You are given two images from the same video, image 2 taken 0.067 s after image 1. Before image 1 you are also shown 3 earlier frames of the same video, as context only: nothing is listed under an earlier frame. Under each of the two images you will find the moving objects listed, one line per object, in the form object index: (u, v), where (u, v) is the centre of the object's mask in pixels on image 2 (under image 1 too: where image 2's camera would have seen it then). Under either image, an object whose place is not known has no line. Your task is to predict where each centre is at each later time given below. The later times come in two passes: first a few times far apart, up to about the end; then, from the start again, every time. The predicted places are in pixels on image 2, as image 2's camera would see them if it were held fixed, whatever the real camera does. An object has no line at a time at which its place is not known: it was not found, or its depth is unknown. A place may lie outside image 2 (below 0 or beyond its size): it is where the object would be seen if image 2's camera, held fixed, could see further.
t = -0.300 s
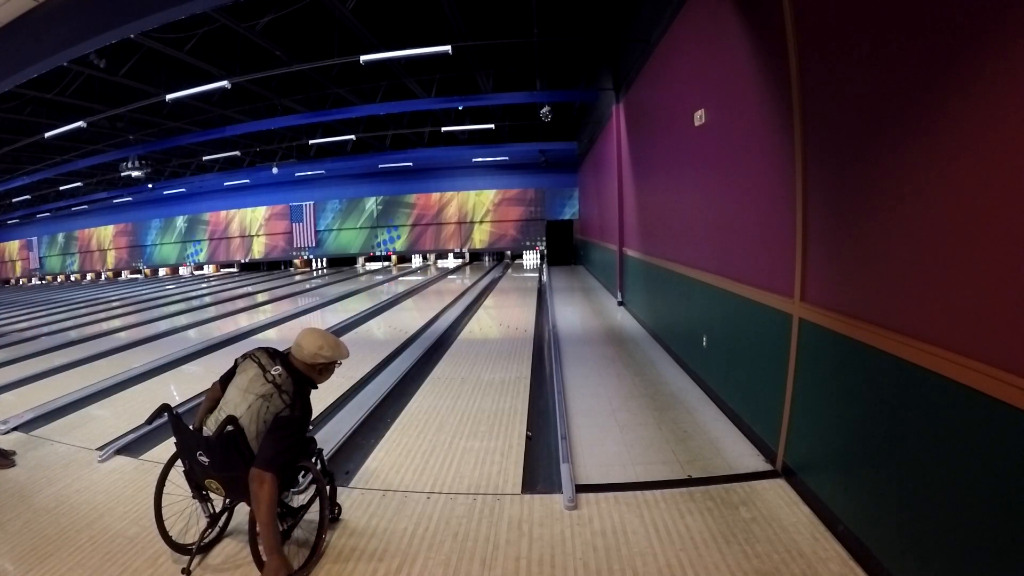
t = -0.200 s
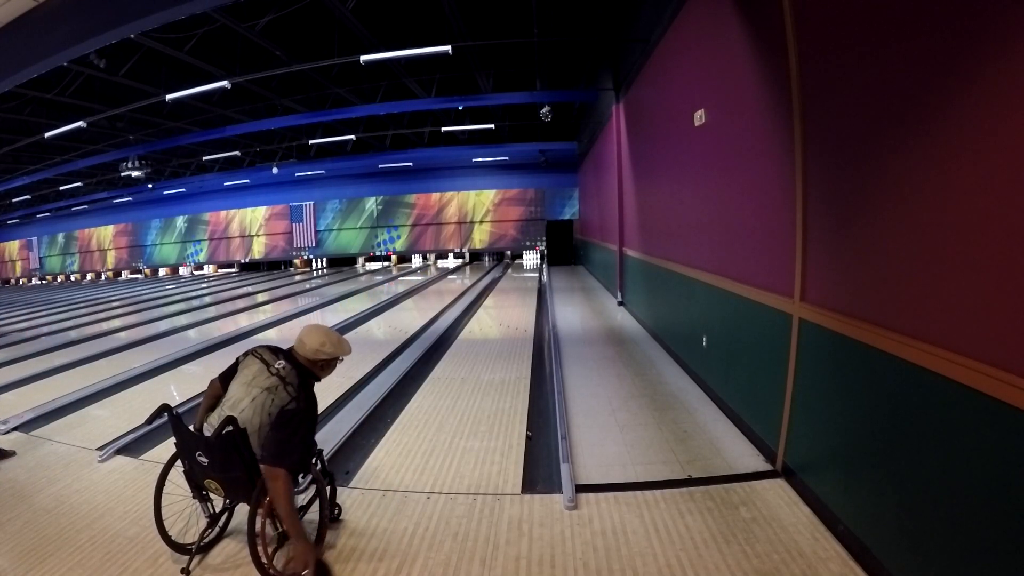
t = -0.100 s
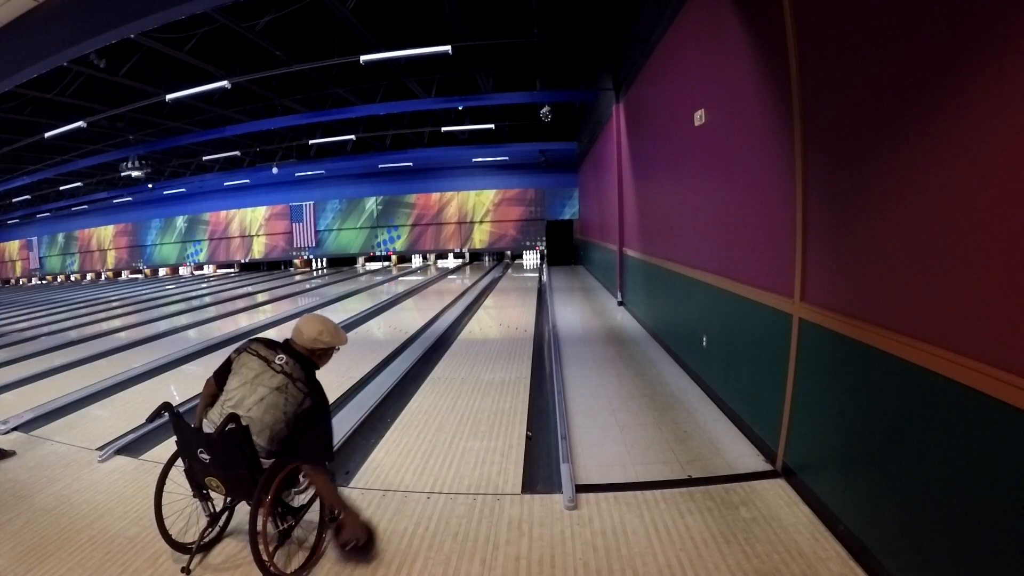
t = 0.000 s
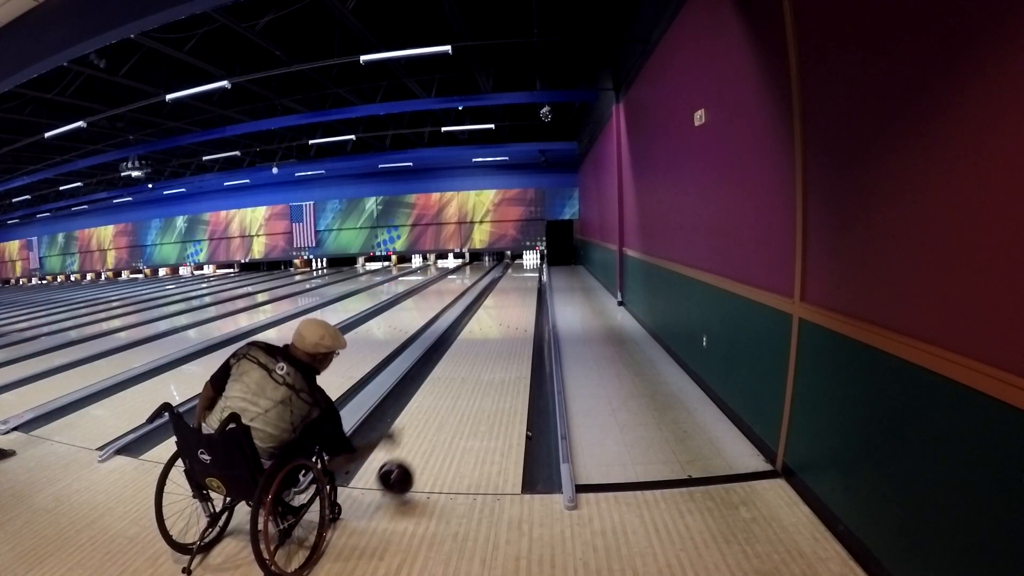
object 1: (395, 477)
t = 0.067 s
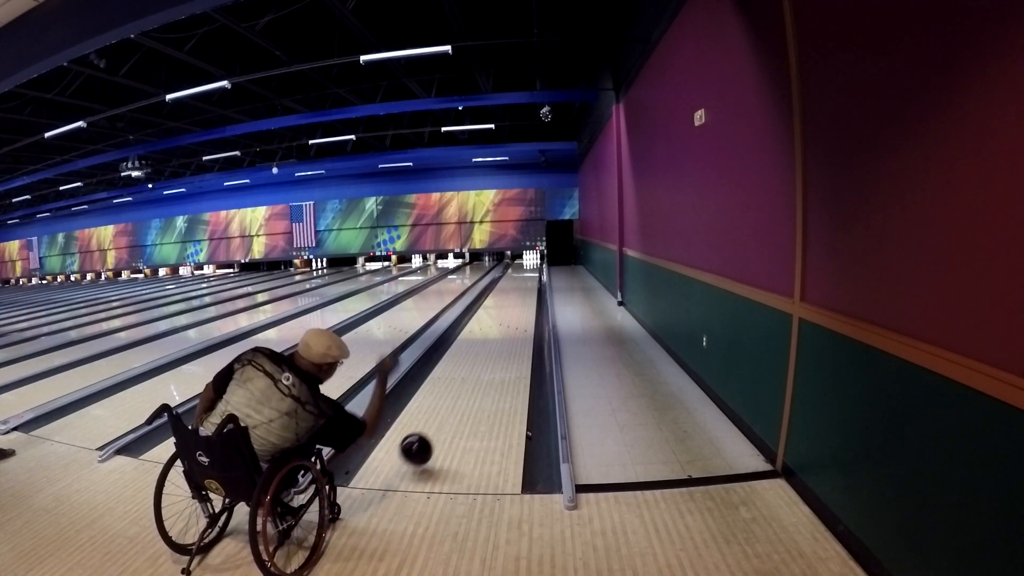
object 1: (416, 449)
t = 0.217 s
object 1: (451, 410)
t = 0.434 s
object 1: (481, 367)
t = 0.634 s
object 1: (498, 341)
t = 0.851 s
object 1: (511, 322)
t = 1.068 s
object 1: (519, 308)
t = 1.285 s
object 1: (526, 298)
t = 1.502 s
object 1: (531, 290)
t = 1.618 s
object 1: (533, 287)
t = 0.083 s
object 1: (421, 443)
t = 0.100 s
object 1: (426, 439)
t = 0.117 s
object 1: (430, 435)
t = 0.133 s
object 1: (434, 432)
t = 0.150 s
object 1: (438, 428)
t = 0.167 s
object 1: (441, 423)
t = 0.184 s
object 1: (444, 418)
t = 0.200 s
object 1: (448, 414)
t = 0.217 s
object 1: (451, 410)
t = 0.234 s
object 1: (454, 406)
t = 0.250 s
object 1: (456, 402)
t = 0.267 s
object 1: (459, 398)
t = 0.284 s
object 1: (462, 394)
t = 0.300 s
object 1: (464, 391)
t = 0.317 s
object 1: (466, 387)
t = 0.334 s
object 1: (469, 384)
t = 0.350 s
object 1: (471, 381)
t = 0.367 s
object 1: (473, 378)
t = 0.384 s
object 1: (475, 375)
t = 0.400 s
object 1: (477, 372)
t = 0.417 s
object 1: (479, 369)
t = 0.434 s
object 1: (481, 367)
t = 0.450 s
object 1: (482, 364)
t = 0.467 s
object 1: (484, 362)
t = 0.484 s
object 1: (486, 359)
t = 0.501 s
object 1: (487, 357)
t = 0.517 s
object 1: (489, 355)
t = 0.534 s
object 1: (490, 353)
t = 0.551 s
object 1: (492, 351)
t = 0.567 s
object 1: (493, 349)
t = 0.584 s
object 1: (494, 347)
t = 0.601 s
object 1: (496, 345)
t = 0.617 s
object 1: (497, 343)
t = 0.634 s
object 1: (498, 341)
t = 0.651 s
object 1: (499, 340)
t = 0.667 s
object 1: (500, 338)
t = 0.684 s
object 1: (501, 336)
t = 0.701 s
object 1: (502, 335)
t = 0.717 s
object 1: (504, 333)
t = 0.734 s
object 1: (504, 332)
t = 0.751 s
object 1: (505, 330)
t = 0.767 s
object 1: (506, 329)
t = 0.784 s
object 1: (507, 327)
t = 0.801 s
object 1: (508, 326)
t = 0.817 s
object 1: (509, 325)
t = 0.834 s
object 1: (510, 323)
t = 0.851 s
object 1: (511, 322)
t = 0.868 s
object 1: (511, 321)
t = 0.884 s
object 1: (512, 320)
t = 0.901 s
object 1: (513, 319)
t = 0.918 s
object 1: (514, 317)
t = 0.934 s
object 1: (514, 316)
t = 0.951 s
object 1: (515, 315)
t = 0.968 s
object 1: (516, 314)
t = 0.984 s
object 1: (516, 313)
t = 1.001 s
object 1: (517, 312)
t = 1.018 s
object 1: (518, 311)
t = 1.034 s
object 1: (518, 310)
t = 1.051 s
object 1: (519, 309)
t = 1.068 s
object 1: (519, 308)
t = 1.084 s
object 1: (520, 308)
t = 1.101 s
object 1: (521, 307)
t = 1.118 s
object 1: (521, 306)
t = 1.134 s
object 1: (522, 305)
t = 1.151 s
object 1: (522, 304)
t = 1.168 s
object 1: (523, 303)
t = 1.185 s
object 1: (523, 303)
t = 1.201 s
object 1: (524, 302)
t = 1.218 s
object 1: (524, 301)
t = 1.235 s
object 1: (525, 301)
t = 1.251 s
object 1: (525, 300)
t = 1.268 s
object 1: (526, 299)
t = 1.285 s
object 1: (526, 298)
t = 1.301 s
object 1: (526, 298)
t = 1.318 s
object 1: (527, 297)
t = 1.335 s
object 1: (527, 296)
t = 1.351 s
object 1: (528, 296)
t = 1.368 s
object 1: (528, 295)
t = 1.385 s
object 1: (528, 294)
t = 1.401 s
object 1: (529, 294)
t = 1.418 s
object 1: (529, 293)
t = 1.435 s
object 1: (529, 292)
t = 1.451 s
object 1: (530, 292)
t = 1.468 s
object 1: (530, 291)
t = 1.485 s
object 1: (530, 291)
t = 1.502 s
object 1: (531, 290)
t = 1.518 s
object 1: (531, 290)
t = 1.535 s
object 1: (531, 289)
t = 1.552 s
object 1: (532, 289)
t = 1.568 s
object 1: (532, 288)
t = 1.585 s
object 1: (532, 288)
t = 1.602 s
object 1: (533, 287)
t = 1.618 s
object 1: (533, 287)
